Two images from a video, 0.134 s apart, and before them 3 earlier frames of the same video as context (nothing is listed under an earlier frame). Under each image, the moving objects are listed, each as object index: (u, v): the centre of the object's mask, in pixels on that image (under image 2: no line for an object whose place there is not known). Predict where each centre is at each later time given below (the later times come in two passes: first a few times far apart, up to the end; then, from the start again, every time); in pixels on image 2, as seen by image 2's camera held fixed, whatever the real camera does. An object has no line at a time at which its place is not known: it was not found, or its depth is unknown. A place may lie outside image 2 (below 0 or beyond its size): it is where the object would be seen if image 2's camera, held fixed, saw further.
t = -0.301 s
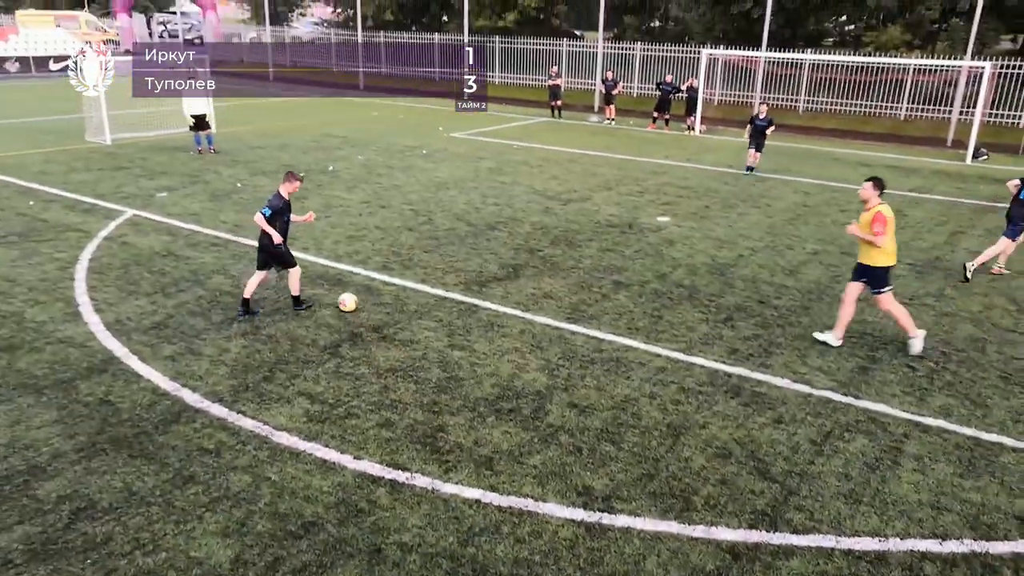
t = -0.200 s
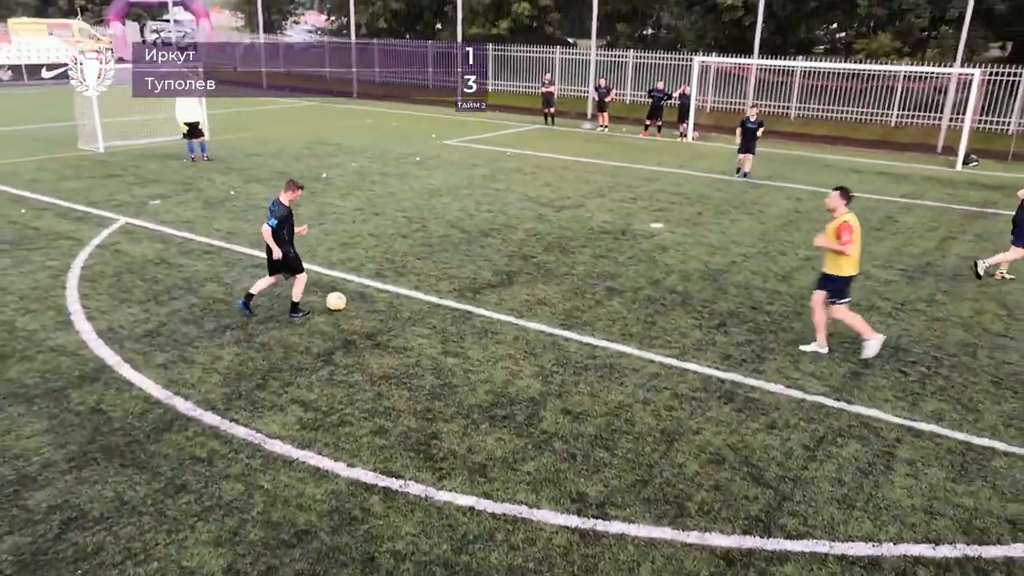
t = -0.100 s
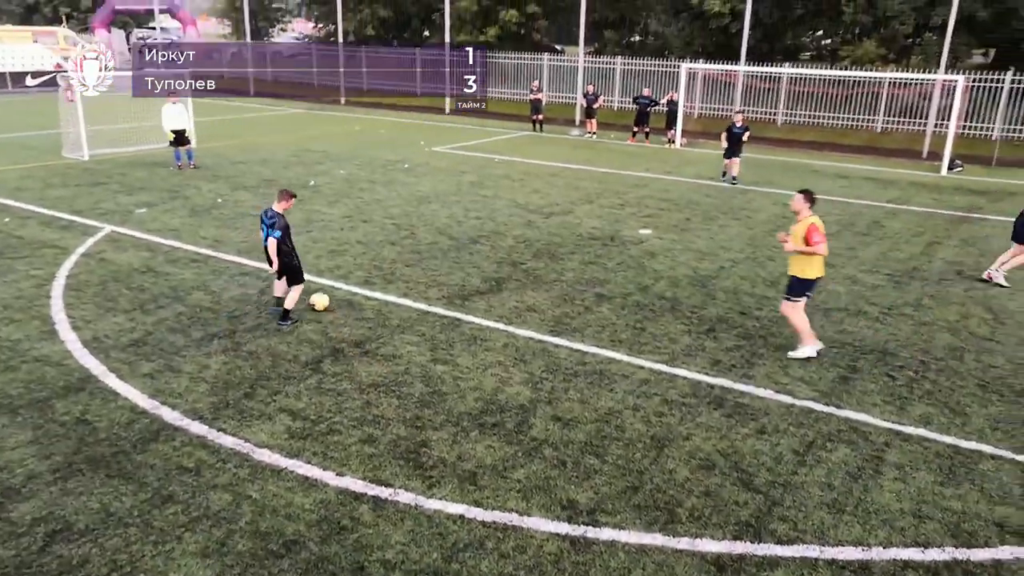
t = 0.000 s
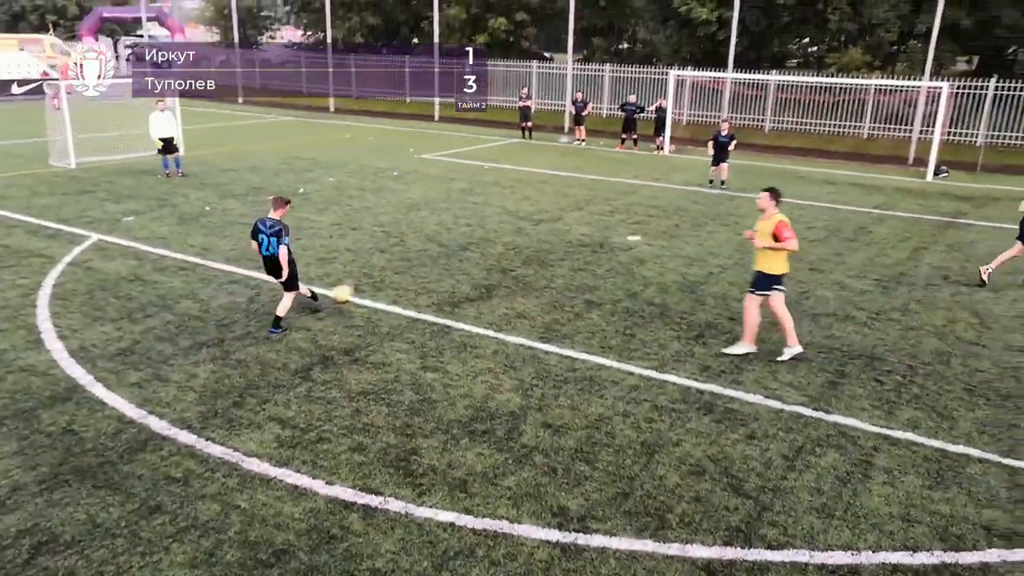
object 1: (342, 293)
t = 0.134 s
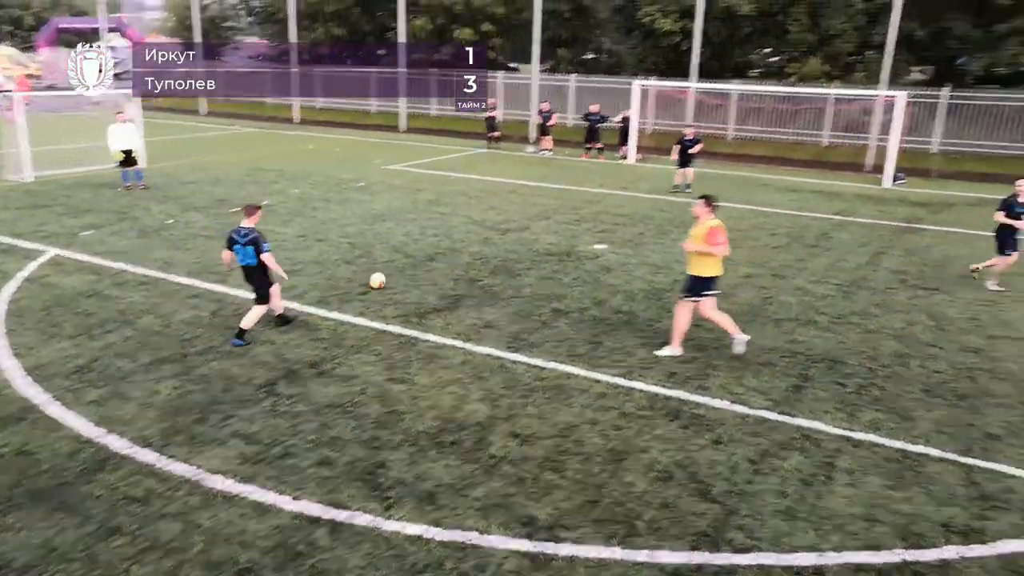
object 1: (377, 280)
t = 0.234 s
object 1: (417, 265)
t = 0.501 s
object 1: (487, 238)
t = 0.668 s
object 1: (515, 227)
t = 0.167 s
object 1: (391, 275)
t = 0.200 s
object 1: (404, 270)
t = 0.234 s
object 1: (417, 265)
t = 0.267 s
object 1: (428, 262)
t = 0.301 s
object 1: (439, 258)
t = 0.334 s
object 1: (448, 253)
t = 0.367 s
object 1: (456, 249)
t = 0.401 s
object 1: (465, 247)
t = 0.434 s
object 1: (473, 243)
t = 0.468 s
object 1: (480, 242)
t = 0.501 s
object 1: (487, 238)
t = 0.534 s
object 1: (492, 235)
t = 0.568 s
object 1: (498, 232)
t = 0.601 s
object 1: (504, 230)
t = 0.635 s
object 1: (510, 228)
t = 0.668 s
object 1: (515, 227)
